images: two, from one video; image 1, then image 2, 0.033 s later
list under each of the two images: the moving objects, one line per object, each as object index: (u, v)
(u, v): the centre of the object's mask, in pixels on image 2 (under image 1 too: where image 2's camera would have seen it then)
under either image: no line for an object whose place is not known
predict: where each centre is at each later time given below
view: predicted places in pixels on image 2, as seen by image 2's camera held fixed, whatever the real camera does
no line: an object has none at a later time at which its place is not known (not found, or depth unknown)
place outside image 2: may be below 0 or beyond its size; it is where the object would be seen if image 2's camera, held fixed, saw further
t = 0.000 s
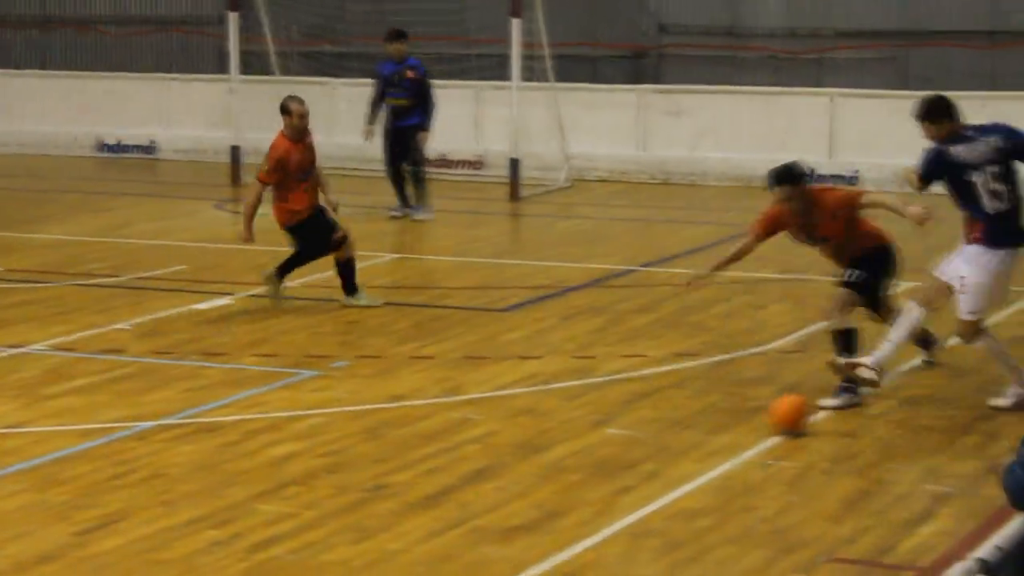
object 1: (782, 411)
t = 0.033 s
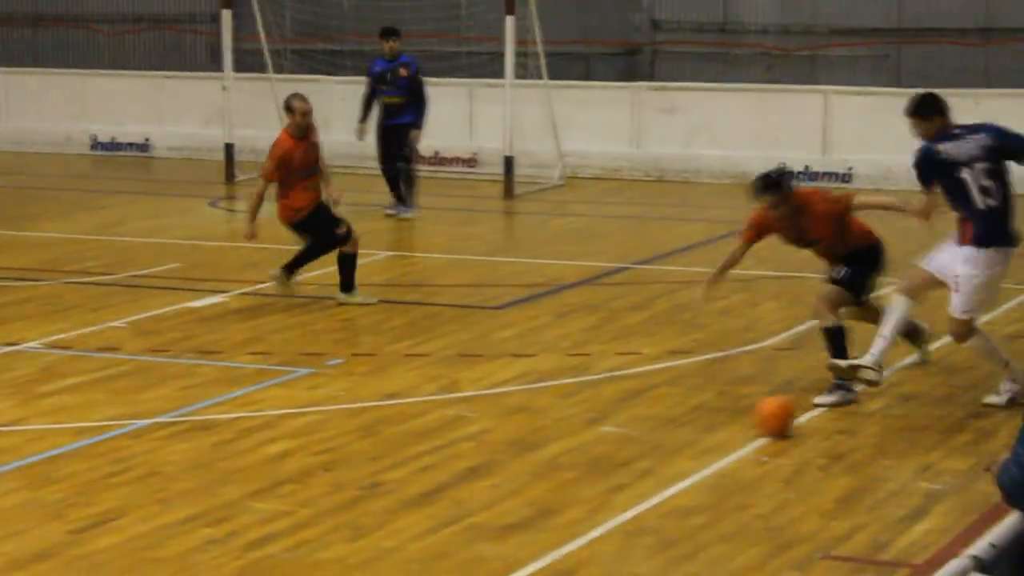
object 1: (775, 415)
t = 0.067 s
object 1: (766, 419)
